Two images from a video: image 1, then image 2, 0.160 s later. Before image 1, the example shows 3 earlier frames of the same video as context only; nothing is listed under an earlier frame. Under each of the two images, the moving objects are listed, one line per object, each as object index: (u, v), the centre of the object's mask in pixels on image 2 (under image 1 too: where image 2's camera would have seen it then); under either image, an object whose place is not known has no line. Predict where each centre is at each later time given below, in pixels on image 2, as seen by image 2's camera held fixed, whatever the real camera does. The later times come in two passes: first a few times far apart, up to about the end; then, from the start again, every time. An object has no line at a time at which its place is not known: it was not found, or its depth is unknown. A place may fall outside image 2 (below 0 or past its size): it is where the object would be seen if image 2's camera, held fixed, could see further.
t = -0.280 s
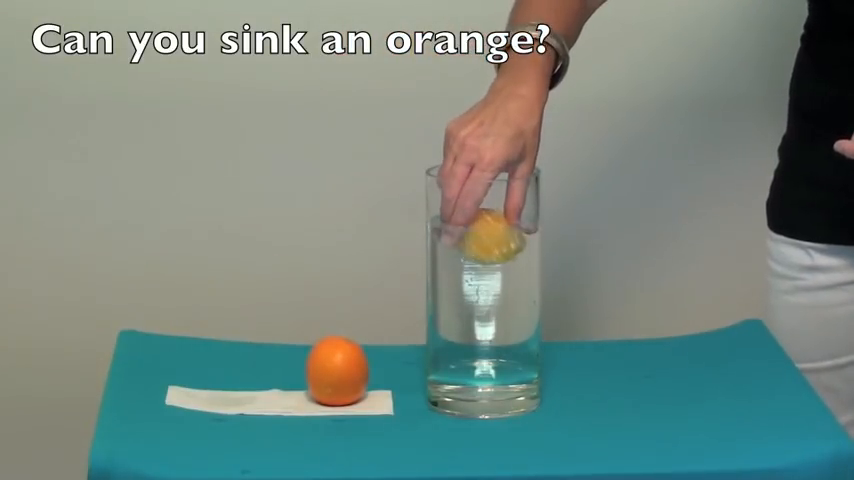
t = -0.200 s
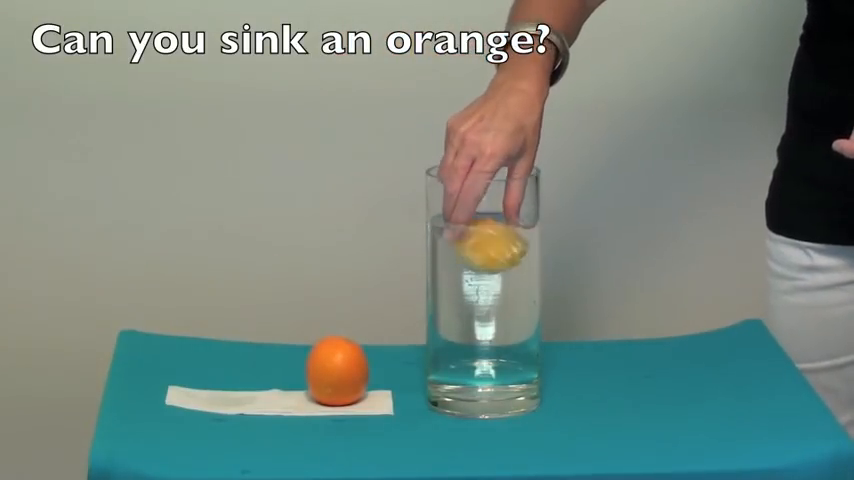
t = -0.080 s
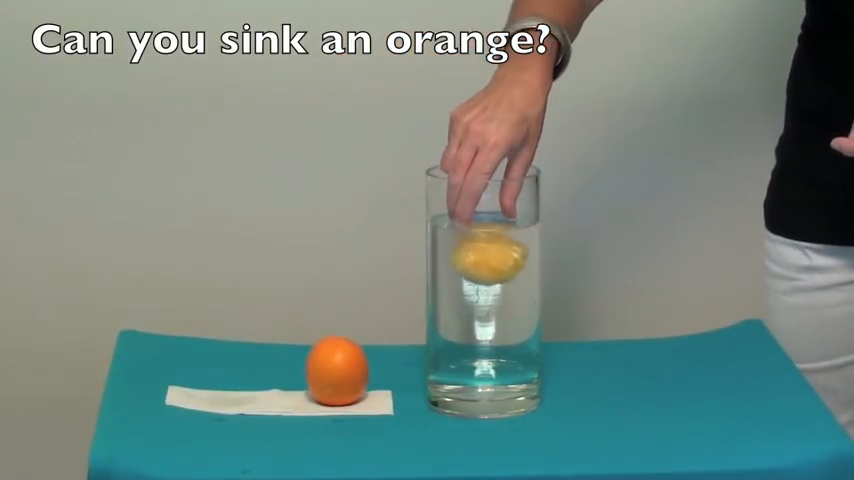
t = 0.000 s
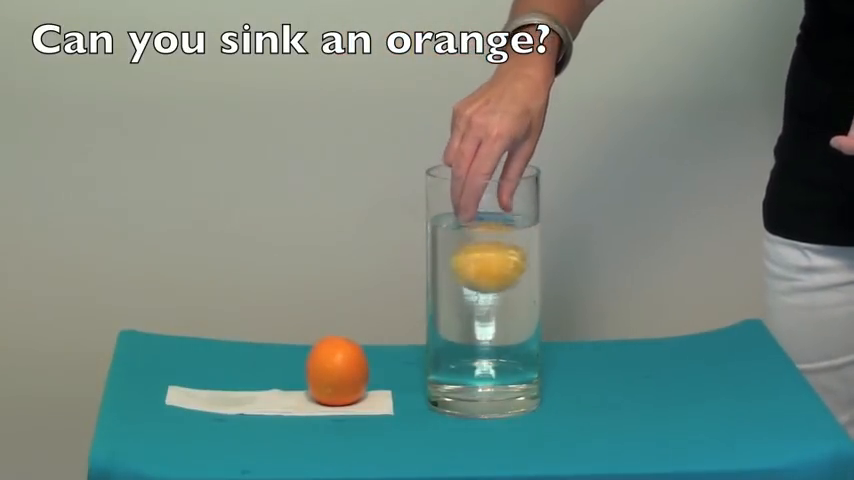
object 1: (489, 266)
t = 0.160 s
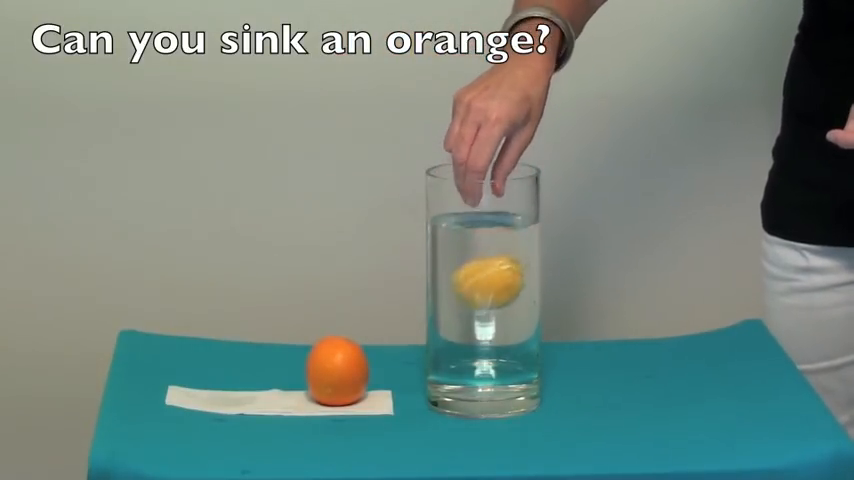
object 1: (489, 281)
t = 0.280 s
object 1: (489, 293)
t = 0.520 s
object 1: (492, 315)
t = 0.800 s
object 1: (497, 342)
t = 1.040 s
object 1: (505, 359)
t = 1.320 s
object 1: (509, 366)
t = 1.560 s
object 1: (508, 366)
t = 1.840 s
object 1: (508, 365)
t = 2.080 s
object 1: (506, 365)
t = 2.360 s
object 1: (506, 365)
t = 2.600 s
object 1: (507, 365)
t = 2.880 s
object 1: (507, 364)
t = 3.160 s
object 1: (508, 364)
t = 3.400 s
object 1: (508, 364)
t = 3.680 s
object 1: (508, 364)
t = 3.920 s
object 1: (508, 364)
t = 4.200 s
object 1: (508, 364)
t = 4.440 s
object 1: (508, 364)
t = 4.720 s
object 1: (508, 364)
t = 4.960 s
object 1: (508, 365)
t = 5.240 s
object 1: (508, 364)
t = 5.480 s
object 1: (508, 365)
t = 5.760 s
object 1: (508, 365)
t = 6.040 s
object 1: (508, 365)
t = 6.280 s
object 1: (508, 366)
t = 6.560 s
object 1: (508, 366)
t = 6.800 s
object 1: (507, 366)
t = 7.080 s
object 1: (507, 366)
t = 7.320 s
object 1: (507, 366)
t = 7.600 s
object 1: (507, 366)
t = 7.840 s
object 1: (507, 366)
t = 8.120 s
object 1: (507, 366)
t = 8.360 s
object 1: (507, 366)
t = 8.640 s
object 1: (507, 366)
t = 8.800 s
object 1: (507, 366)
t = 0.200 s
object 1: (489, 285)
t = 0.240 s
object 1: (489, 288)
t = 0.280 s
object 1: (489, 293)
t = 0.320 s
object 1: (489, 296)
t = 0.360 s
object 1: (489, 300)
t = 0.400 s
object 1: (490, 303)
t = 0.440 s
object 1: (490, 307)
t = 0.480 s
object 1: (491, 310)
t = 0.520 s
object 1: (492, 315)
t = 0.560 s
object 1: (493, 318)
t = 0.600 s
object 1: (492, 325)
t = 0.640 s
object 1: (493, 329)
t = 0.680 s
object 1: (493, 332)
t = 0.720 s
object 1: (494, 336)
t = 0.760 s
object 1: (496, 339)
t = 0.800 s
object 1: (497, 342)
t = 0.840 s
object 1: (499, 345)
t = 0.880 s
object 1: (500, 347)
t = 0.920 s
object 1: (504, 351)
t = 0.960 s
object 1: (505, 353)
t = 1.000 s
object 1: (506, 355)
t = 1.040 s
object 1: (505, 359)
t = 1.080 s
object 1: (506, 361)
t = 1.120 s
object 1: (507, 363)
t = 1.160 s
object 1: (508, 365)
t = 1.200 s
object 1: (509, 366)
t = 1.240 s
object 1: (509, 366)
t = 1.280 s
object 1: (509, 366)
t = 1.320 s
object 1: (509, 366)
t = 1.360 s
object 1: (509, 366)
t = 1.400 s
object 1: (509, 366)
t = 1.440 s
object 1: (509, 366)
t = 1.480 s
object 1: (508, 366)
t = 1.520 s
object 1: (508, 366)
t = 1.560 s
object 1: (508, 366)
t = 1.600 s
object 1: (508, 366)
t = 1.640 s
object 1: (508, 365)
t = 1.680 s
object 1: (508, 365)
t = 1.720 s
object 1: (508, 365)
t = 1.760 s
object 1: (508, 365)
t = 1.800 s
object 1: (508, 365)
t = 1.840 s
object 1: (508, 365)
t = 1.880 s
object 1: (507, 365)
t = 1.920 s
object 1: (507, 365)
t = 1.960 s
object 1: (507, 365)
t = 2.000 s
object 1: (506, 365)
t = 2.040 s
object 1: (506, 366)
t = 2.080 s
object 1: (506, 365)
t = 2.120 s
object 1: (505, 366)
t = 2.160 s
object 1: (506, 366)
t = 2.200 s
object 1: (505, 365)
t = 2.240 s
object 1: (506, 365)
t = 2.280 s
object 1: (506, 365)
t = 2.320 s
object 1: (506, 365)
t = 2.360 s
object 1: (506, 365)
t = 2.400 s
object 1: (506, 365)
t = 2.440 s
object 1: (506, 365)
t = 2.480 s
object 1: (506, 365)
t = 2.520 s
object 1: (506, 365)
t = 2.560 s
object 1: (506, 365)
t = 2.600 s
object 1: (507, 365)
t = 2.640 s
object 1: (507, 364)
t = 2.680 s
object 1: (507, 365)
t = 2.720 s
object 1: (507, 364)
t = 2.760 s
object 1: (507, 364)
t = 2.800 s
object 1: (507, 364)
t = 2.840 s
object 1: (507, 364)
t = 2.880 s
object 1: (507, 364)
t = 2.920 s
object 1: (507, 364)
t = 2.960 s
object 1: (507, 364)
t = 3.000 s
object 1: (508, 364)
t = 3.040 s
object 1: (508, 364)
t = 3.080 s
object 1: (508, 364)
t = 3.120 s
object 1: (508, 364)
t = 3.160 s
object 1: (508, 364)
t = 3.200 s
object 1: (508, 364)
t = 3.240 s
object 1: (508, 364)
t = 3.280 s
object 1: (508, 364)
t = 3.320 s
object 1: (508, 364)
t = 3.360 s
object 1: (508, 364)
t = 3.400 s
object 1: (508, 364)
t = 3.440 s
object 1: (508, 364)
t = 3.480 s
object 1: (508, 364)
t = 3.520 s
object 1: (508, 364)
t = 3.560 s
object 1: (508, 364)
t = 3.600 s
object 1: (508, 364)
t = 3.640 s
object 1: (508, 364)
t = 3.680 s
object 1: (508, 364)
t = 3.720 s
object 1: (508, 364)
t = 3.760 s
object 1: (508, 364)
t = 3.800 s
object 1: (508, 364)
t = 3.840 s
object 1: (508, 364)
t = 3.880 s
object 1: (508, 364)
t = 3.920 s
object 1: (508, 364)
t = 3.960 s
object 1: (508, 364)
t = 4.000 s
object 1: (508, 364)
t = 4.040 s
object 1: (508, 364)
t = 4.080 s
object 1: (508, 364)
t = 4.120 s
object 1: (508, 364)
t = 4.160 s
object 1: (508, 364)
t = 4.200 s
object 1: (508, 364)
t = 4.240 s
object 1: (508, 364)
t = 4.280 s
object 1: (508, 364)
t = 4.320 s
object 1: (508, 364)
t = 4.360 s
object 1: (508, 364)
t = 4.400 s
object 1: (508, 364)
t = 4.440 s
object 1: (508, 364)
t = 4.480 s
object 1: (508, 364)
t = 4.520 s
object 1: (508, 364)
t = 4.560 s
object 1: (508, 364)
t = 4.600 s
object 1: (508, 364)
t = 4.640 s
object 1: (508, 365)
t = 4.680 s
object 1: (508, 364)
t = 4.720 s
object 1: (508, 364)
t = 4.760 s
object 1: (508, 365)
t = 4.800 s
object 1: (508, 364)
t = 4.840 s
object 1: (508, 365)
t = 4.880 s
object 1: (508, 365)
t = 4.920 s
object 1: (508, 364)
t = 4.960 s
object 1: (508, 365)
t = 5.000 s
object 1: (508, 364)
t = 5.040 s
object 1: (508, 365)
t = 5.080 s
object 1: (508, 364)
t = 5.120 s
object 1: (508, 365)
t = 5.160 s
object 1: (508, 364)
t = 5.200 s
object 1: (508, 365)
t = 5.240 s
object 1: (508, 364)
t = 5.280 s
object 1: (508, 364)
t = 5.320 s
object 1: (508, 364)
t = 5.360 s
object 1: (508, 365)
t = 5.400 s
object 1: (508, 365)
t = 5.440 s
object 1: (508, 364)
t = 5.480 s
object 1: (508, 365)
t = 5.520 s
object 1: (508, 365)
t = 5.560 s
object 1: (508, 365)
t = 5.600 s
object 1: (508, 365)
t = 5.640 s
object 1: (508, 365)
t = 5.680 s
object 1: (508, 365)
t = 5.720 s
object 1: (508, 365)
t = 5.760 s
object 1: (508, 365)
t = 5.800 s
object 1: (508, 365)
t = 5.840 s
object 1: (508, 365)
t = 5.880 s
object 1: (508, 365)
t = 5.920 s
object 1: (508, 365)
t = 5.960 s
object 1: (508, 365)
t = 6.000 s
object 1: (508, 365)
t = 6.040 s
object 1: (508, 365)
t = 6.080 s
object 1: (508, 365)
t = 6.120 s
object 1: (508, 365)
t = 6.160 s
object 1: (508, 365)
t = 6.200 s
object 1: (508, 365)
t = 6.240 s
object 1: (508, 365)
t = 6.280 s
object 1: (508, 366)
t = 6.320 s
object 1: (508, 366)
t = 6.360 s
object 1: (508, 366)
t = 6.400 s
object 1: (508, 366)
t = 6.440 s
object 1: (508, 366)
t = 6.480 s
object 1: (508, 366)
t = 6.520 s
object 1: (508, 366)
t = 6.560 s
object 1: (508, 366)
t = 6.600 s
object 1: (508, 366)
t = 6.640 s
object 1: (507, 366)
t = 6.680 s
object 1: (507, 366)
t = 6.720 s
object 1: (507, 366)
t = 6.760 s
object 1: (507, 366)
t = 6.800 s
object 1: (507, 366)
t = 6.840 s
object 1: (507, 366)
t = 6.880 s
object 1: (507, 366)
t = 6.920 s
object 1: (507, 366)
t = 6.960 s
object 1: (507, 366)
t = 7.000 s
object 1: (507, 366)
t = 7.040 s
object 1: (507, 366)
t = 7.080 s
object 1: (507, 366)
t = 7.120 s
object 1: (507, 366)
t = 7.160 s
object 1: (507, 366)
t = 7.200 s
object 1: (507, 366)
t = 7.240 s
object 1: (507, 366)
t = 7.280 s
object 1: (507, 366)
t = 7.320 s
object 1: (507, 366)
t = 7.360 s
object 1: (507, 366)
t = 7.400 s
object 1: (507, 366)
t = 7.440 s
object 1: (507, 366)
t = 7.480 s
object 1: (507, 366)
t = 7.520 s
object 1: (507, 366)
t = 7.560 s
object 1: (507, 366)
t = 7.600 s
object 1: (507, 366)
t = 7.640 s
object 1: (507, 366)
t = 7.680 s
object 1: (507, 366)
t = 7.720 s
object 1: (507, 366)
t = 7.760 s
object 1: (507, 366)
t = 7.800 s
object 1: (507, 366)
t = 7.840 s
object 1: (507, 366)
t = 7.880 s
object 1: (507, 366)
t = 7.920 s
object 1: (507, 366)
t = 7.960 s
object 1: (507, 366)
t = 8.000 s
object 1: (507, 366)
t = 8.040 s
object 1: (507, 366)
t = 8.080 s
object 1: (507, 367)
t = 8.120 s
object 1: (507, 366)
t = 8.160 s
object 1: (507, 366)
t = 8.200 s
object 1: (507, 366)
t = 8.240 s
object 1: (507, 366)
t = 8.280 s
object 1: (507, 366)
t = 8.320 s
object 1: (507, 366)
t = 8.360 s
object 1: (507, 366)
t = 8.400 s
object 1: (507, 366)
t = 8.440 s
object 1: (507, 366)
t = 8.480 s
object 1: (507, 366)
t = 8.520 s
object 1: (507, 366)
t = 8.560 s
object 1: (507, 366)
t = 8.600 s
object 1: (507, 366)
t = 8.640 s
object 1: (507, 366)
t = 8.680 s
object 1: (507, 366)
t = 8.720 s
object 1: (507, 366)
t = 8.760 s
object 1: (507, 366)
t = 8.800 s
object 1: (507, 366)
